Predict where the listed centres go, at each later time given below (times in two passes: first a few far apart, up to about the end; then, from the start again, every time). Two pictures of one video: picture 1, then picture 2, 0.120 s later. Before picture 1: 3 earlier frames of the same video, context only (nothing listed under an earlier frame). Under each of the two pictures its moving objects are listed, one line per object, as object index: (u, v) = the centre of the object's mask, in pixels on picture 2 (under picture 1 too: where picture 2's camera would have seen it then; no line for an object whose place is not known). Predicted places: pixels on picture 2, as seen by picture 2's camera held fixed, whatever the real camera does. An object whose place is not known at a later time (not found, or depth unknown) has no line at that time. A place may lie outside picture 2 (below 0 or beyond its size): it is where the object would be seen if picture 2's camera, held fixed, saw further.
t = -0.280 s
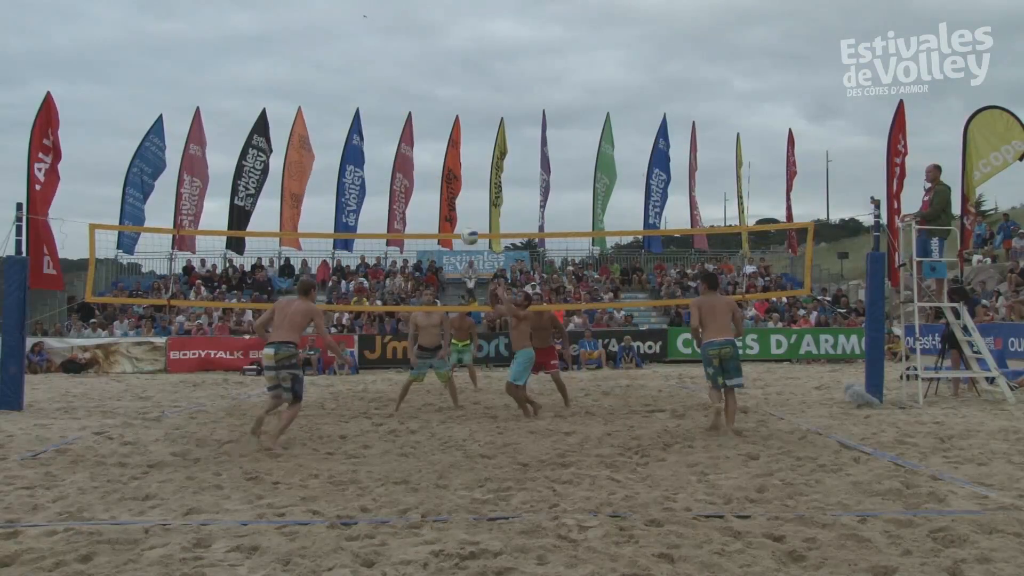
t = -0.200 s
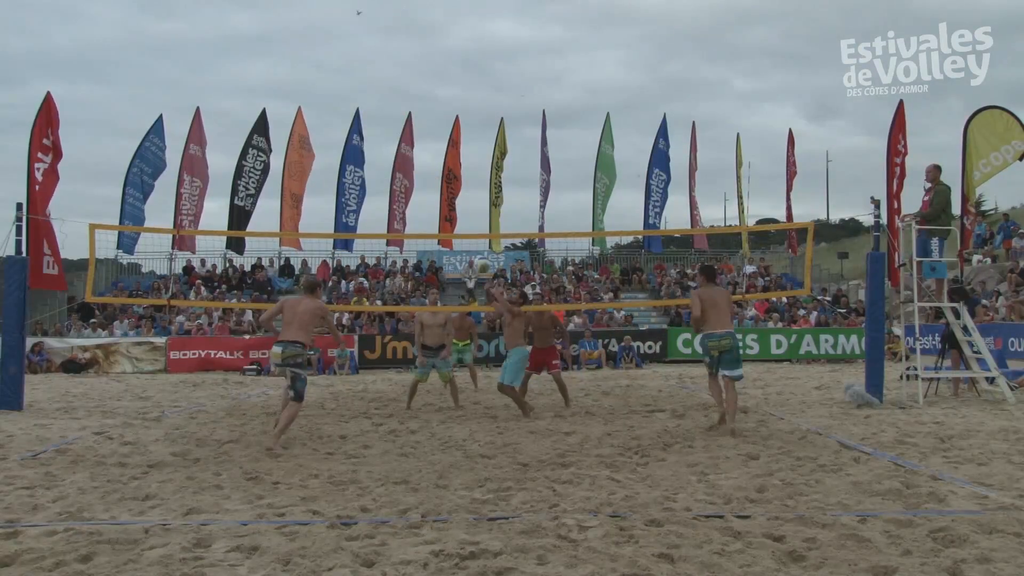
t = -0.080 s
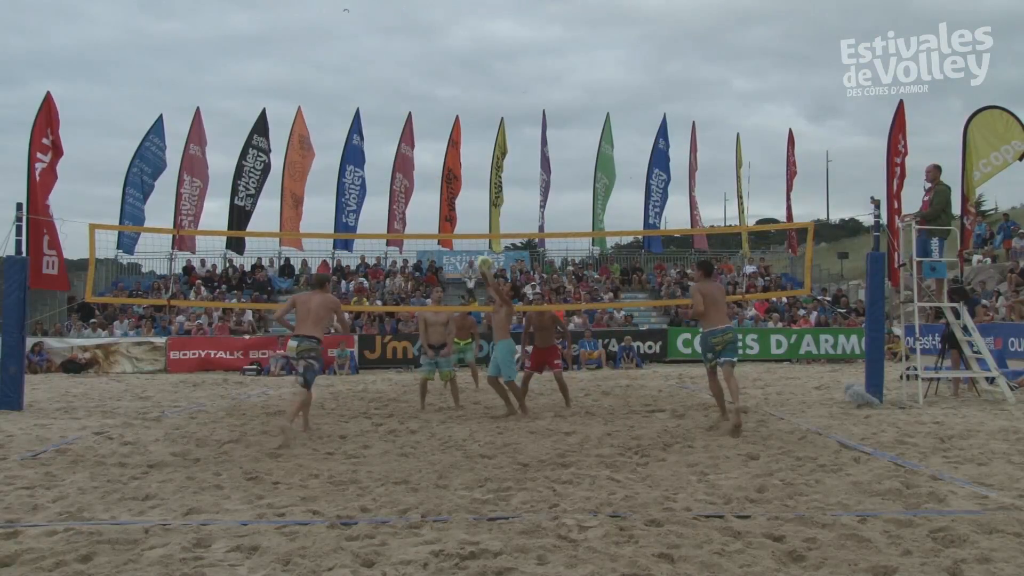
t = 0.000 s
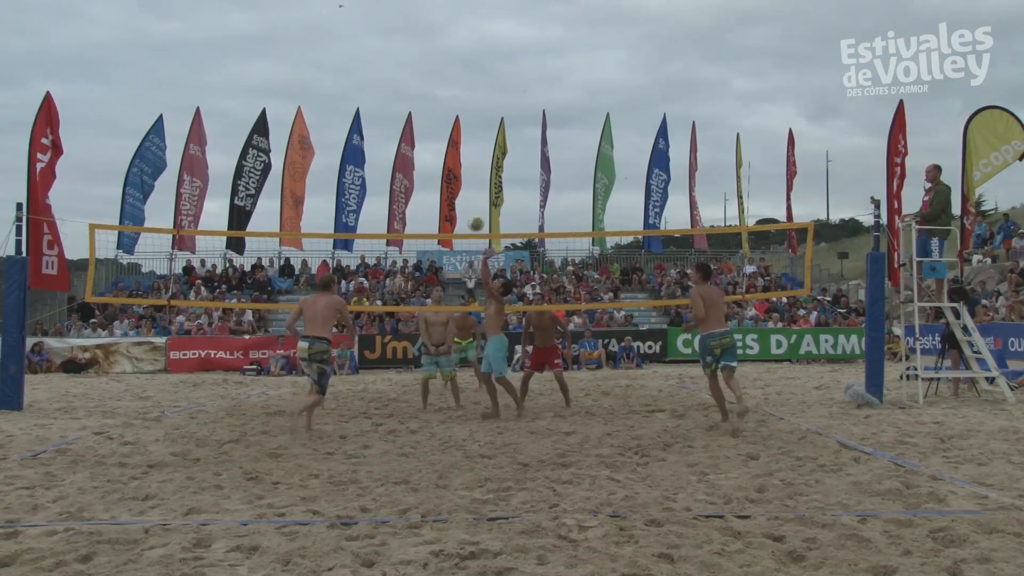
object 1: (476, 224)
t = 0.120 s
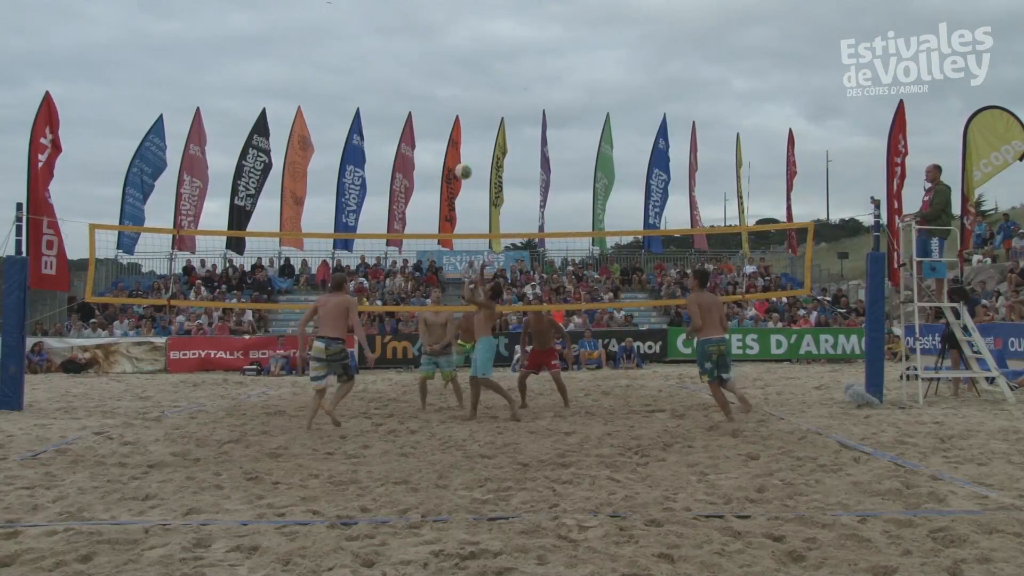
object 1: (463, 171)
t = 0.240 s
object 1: (452, 132)
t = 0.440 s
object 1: (435, 91)
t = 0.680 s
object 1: (416, 83)
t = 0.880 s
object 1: (401, 110)
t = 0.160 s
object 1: (460, 156)
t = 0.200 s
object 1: (456, 143)
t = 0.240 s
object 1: (452, 132)
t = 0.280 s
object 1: (449, 121)
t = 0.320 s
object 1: (445, 111)
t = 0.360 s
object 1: (442, 103)
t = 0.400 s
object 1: (438, 96)
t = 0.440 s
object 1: (435, 91)
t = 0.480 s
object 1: (431, 86)
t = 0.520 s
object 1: (428, 83)
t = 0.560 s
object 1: (425, 81)
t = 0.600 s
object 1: (422, 80)
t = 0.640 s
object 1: (419, 81)
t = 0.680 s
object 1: (416, 83)
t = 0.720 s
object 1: (412, 86)
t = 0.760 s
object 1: (409, 90)
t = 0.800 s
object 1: (406, 95)
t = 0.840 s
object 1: (404, 102)
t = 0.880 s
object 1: (401, 110)
